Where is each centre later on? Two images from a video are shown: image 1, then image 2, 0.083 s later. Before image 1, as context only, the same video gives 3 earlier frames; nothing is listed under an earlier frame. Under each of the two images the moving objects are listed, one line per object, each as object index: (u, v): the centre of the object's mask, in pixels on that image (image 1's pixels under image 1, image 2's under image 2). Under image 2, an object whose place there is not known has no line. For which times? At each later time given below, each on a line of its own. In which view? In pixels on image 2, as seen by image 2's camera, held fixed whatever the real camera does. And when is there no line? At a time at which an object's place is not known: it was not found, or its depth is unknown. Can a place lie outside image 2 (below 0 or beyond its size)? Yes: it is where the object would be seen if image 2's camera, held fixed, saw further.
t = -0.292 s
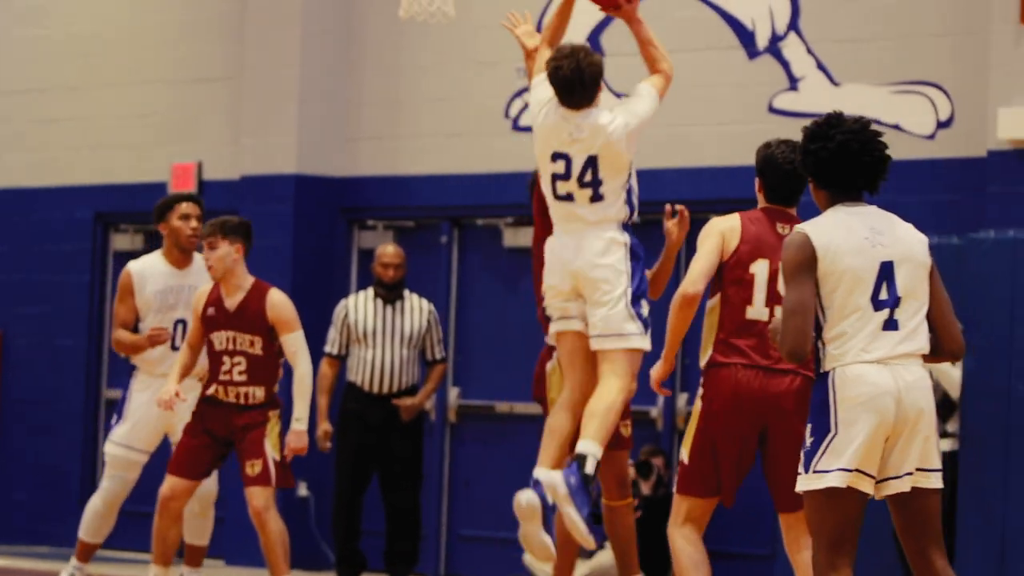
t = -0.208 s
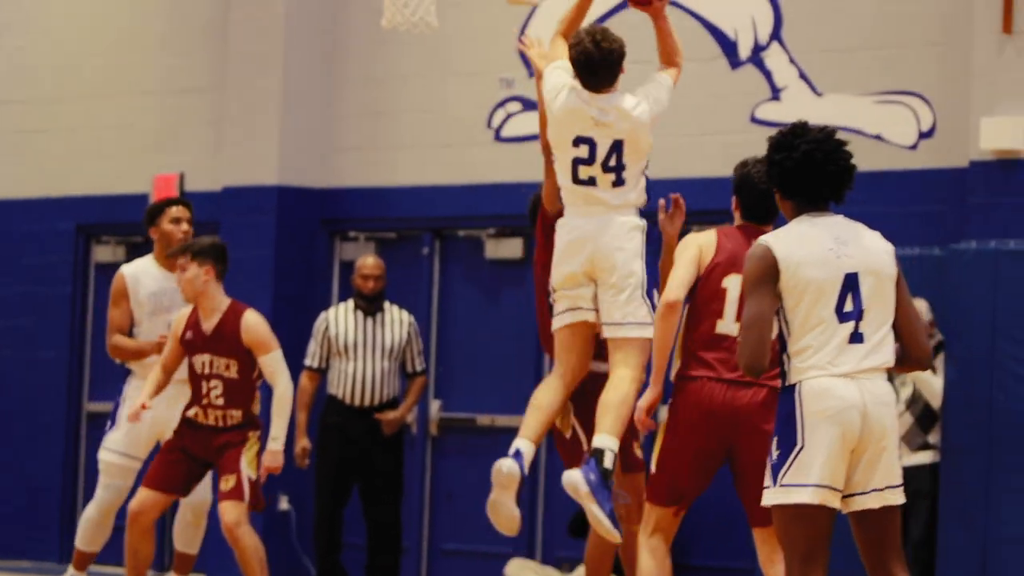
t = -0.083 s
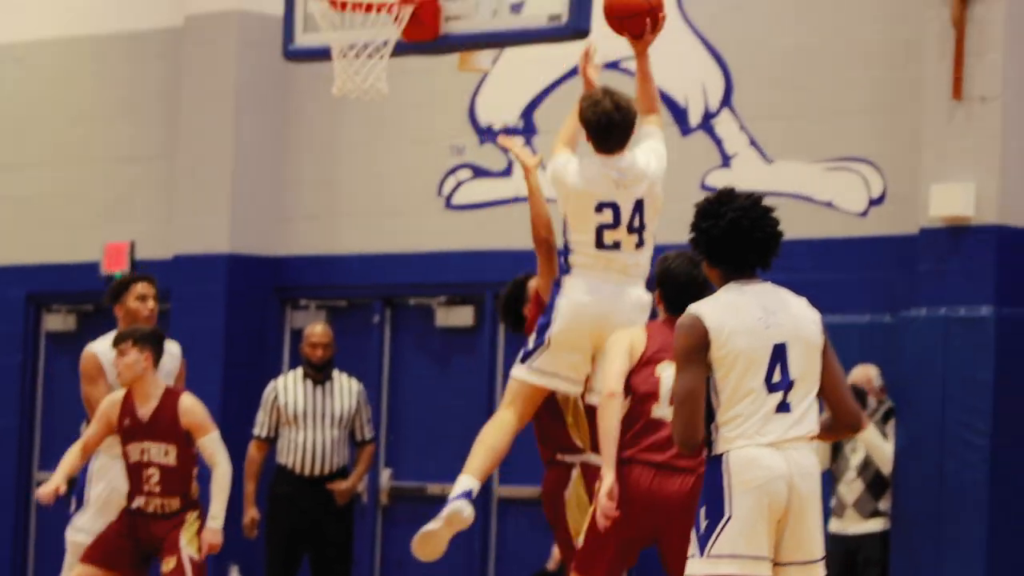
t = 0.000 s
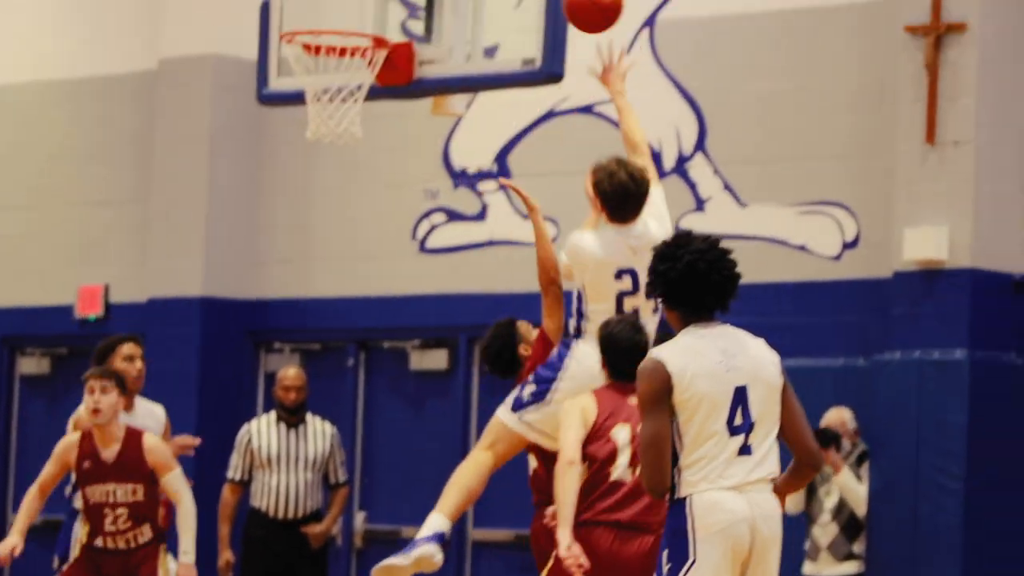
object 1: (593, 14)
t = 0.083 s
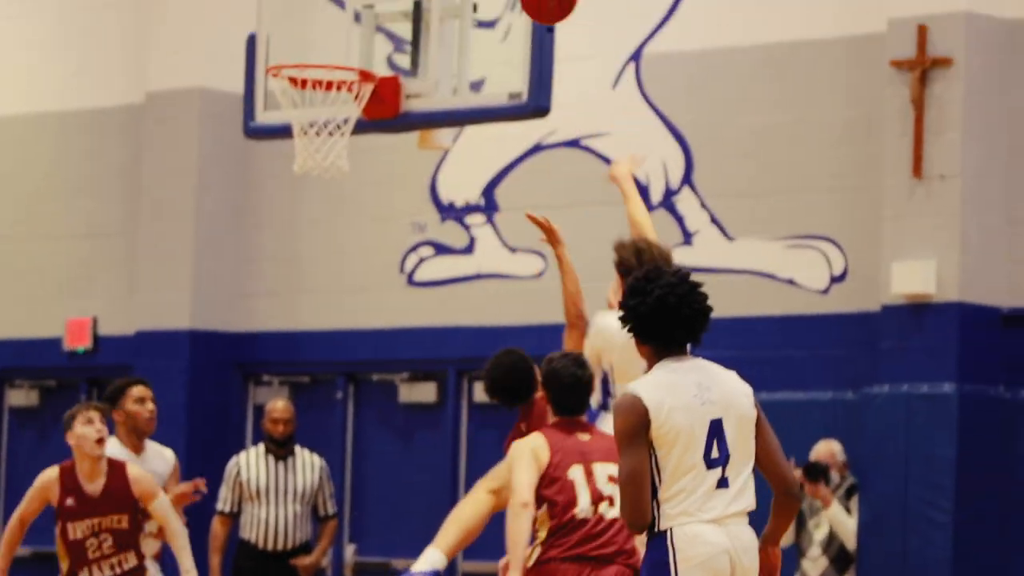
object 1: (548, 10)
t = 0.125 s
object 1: (535, -3)
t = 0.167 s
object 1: (519, -18)
